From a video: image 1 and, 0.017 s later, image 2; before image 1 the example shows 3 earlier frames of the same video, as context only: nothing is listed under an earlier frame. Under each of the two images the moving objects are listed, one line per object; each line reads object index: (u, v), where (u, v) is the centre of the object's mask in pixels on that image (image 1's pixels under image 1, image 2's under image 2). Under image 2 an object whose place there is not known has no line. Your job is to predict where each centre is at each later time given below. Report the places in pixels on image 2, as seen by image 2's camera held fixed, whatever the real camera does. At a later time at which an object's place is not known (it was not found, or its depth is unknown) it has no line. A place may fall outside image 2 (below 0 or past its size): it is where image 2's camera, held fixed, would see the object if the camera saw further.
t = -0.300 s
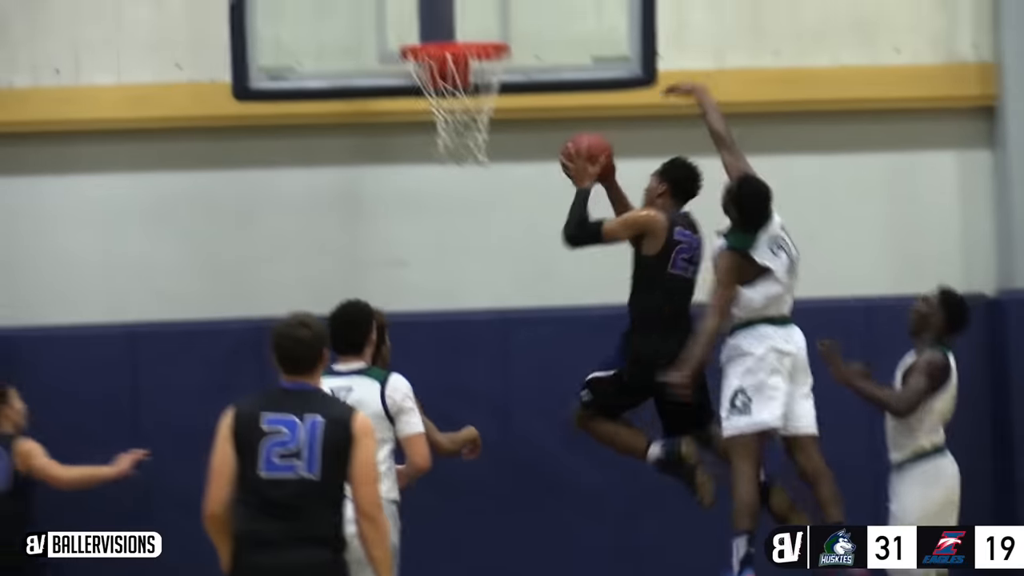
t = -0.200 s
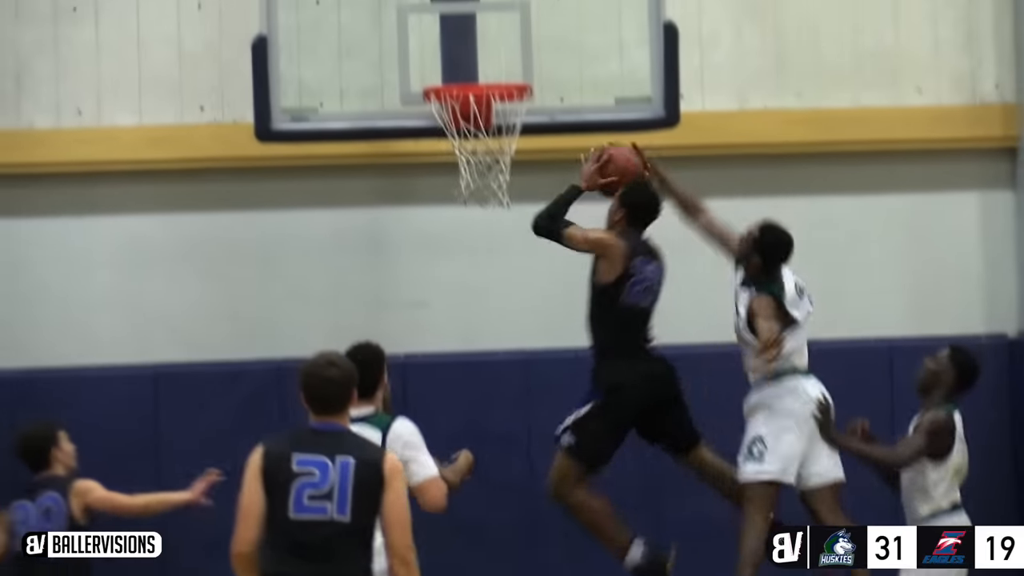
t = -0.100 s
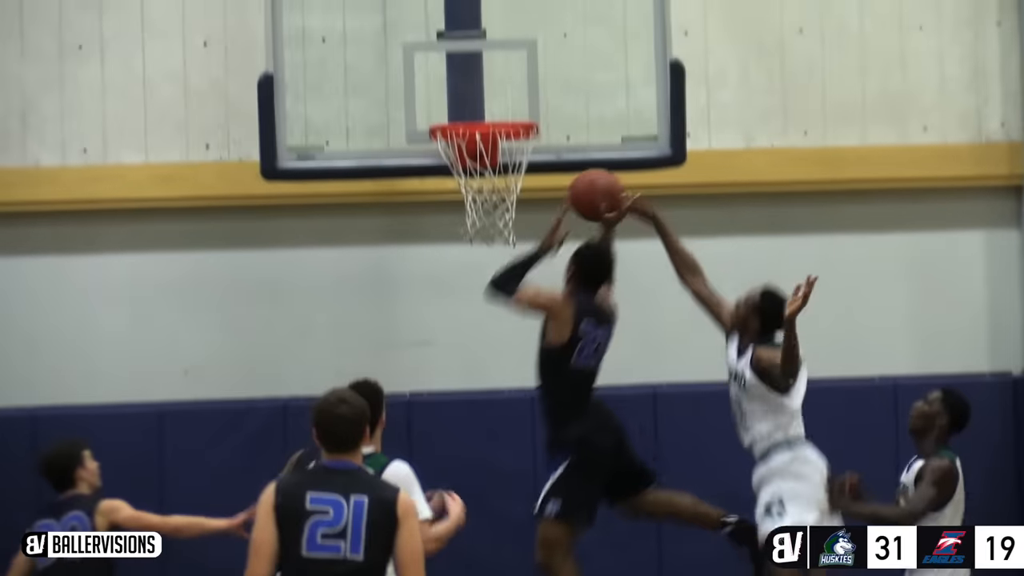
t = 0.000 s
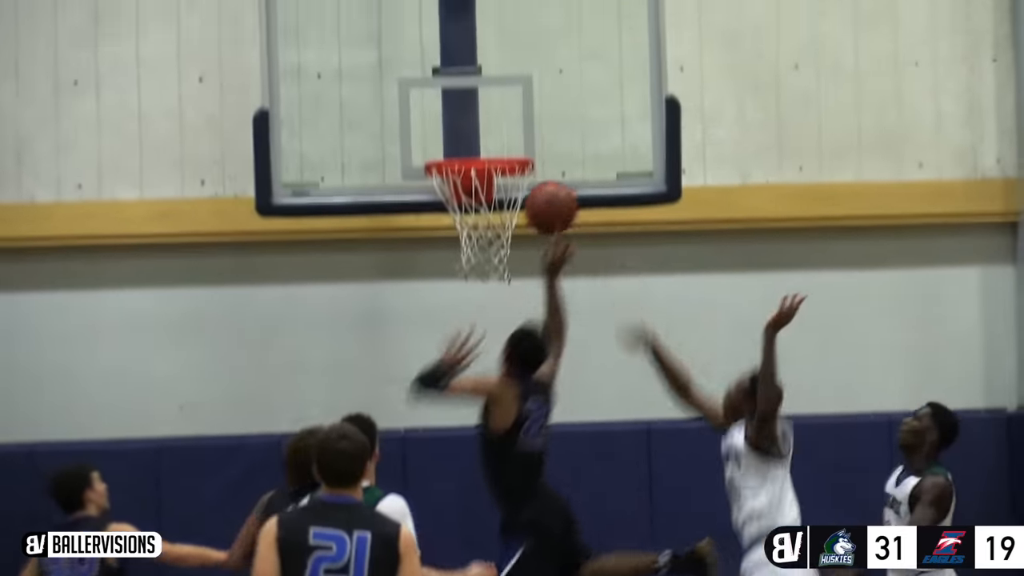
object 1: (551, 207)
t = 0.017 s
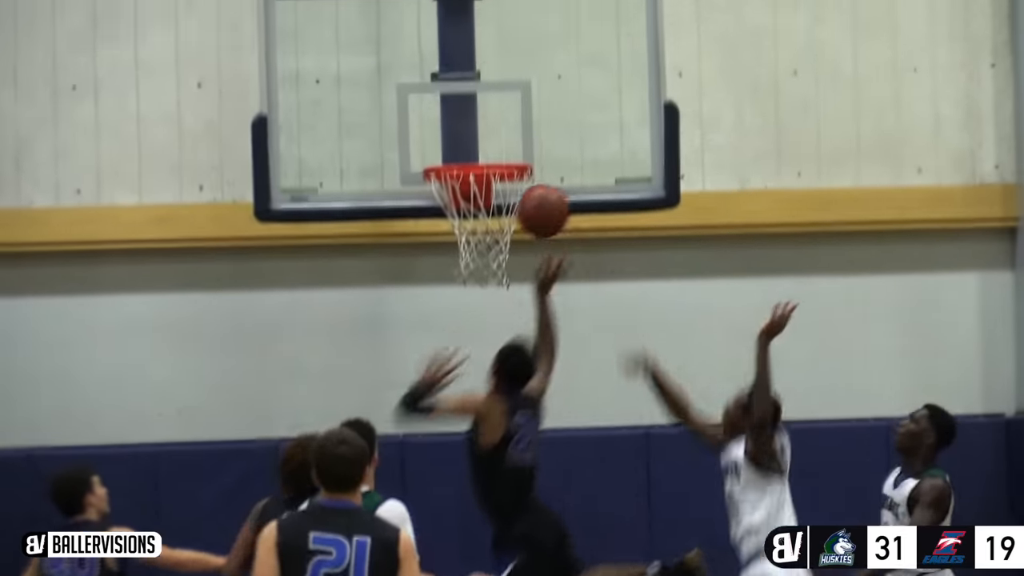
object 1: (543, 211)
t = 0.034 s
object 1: (538, 208)
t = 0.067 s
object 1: (529, 206)
